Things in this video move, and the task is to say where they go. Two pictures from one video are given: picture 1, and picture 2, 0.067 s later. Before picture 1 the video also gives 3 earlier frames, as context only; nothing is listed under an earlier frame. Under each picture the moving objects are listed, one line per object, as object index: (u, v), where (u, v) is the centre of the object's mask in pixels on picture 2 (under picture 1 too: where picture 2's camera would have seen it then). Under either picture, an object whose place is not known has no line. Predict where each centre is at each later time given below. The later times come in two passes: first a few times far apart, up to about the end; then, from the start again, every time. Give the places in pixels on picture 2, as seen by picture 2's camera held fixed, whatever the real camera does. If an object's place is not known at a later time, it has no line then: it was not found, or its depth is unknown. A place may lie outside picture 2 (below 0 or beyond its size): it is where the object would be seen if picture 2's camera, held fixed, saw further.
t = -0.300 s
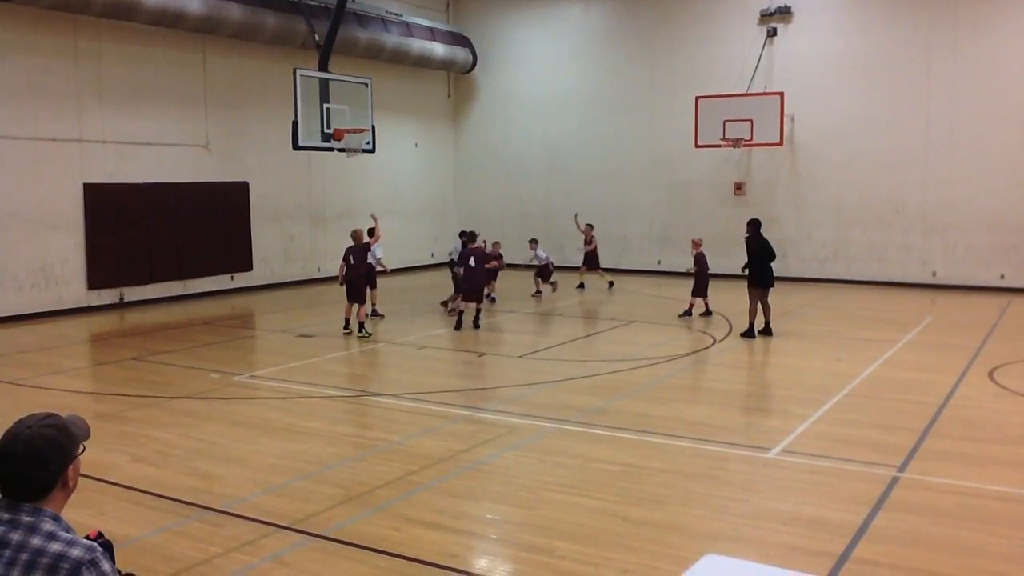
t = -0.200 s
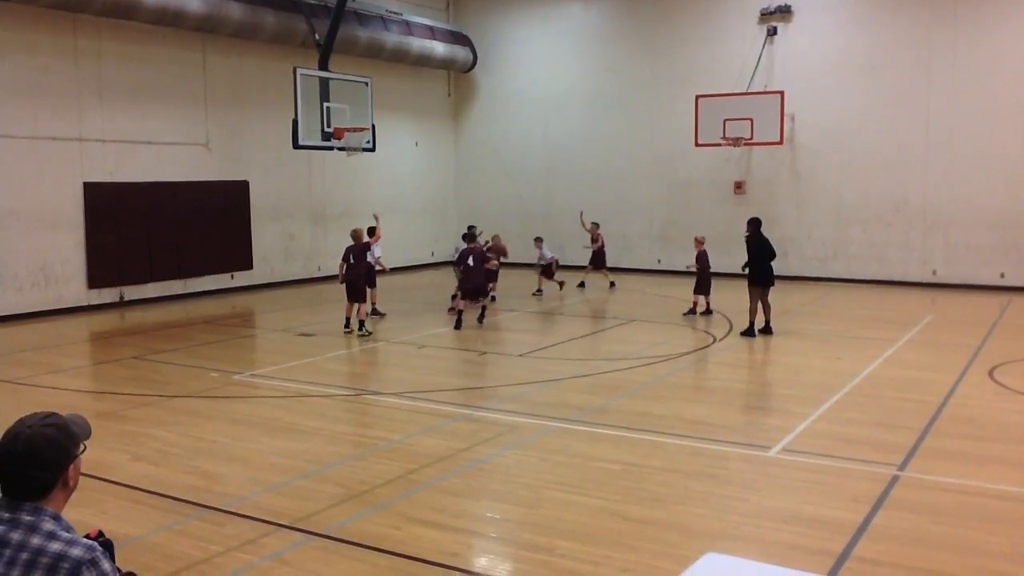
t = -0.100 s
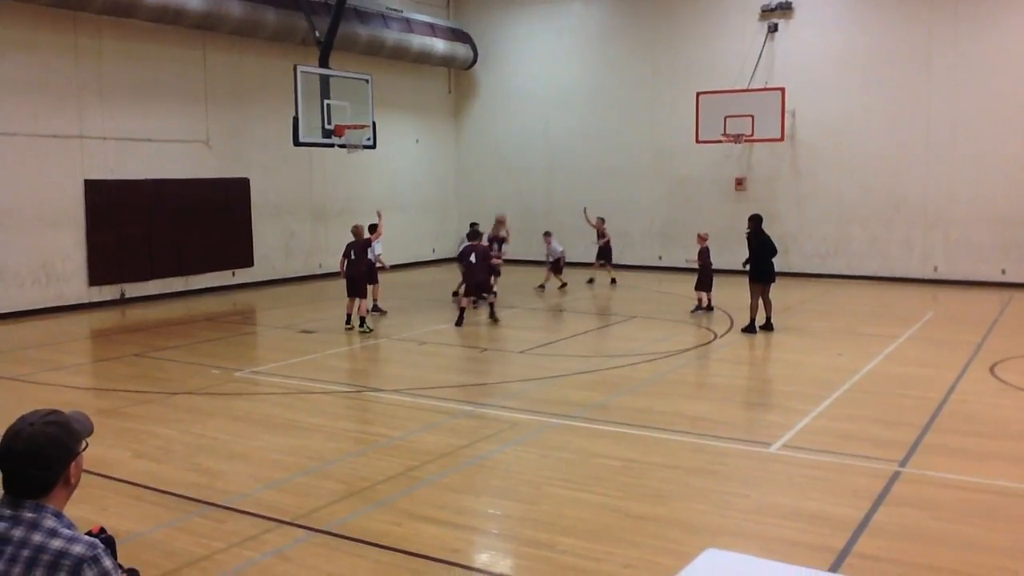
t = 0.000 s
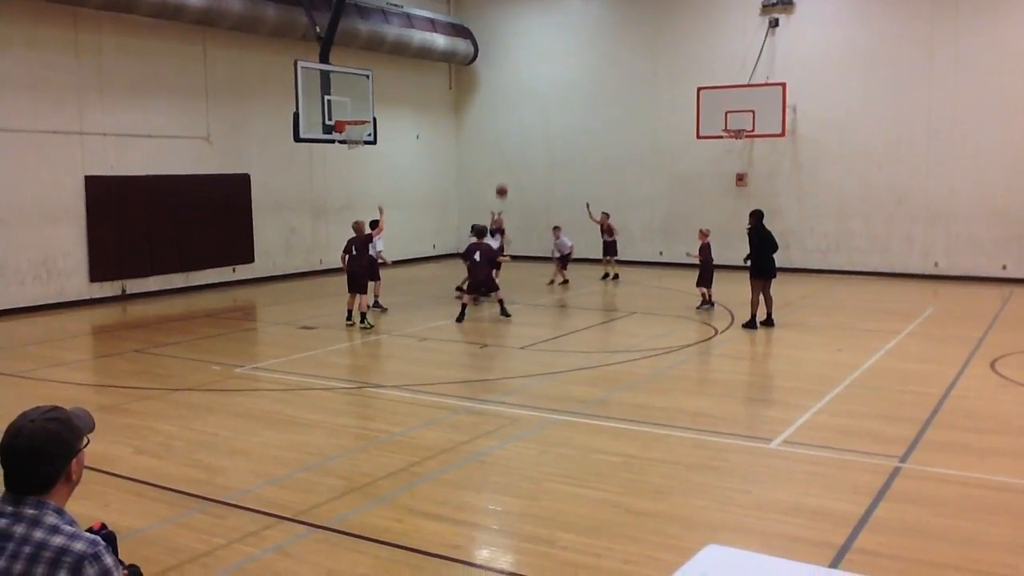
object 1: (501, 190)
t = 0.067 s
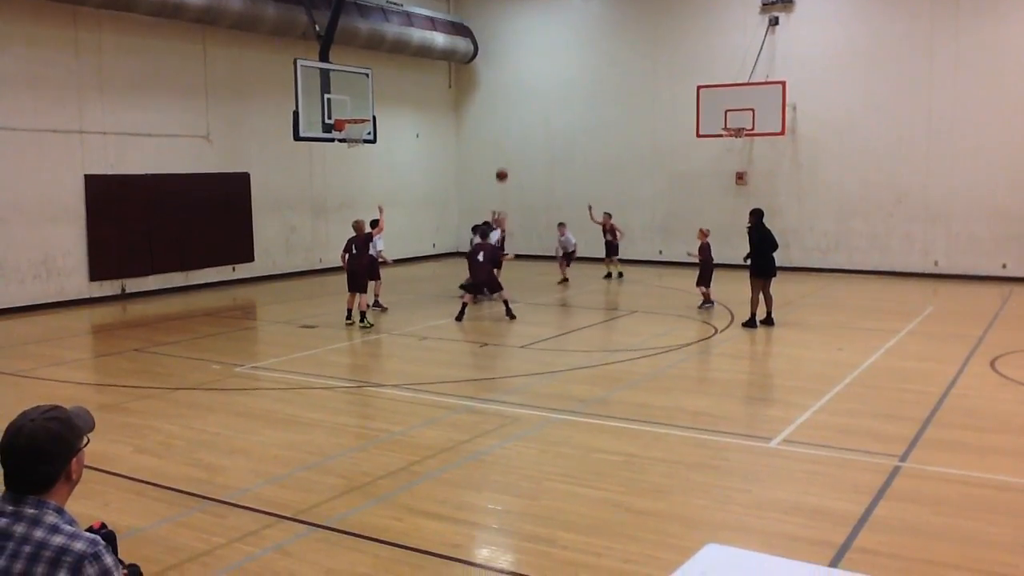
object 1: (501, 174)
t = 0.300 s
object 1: (503, 141)
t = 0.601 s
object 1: (505, 141)
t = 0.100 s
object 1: (502, 168)
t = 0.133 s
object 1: (502, 162)
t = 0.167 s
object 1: (502, 157)
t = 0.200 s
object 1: (502, 152)
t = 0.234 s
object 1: (502, 148)
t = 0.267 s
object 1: (502, 144)
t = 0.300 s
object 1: (503, 141)
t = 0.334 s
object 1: (503, 139)
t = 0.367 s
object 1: (503, 137)
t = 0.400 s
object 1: (503, 135)
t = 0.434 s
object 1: (503, 135)
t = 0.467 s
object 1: (503, 135)
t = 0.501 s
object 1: (504, 135)
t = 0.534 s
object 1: (504, 137)
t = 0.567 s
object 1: (504, 139)
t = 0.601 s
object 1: (505, 141)
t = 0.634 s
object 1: (505, 145)
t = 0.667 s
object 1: (505, 149)
